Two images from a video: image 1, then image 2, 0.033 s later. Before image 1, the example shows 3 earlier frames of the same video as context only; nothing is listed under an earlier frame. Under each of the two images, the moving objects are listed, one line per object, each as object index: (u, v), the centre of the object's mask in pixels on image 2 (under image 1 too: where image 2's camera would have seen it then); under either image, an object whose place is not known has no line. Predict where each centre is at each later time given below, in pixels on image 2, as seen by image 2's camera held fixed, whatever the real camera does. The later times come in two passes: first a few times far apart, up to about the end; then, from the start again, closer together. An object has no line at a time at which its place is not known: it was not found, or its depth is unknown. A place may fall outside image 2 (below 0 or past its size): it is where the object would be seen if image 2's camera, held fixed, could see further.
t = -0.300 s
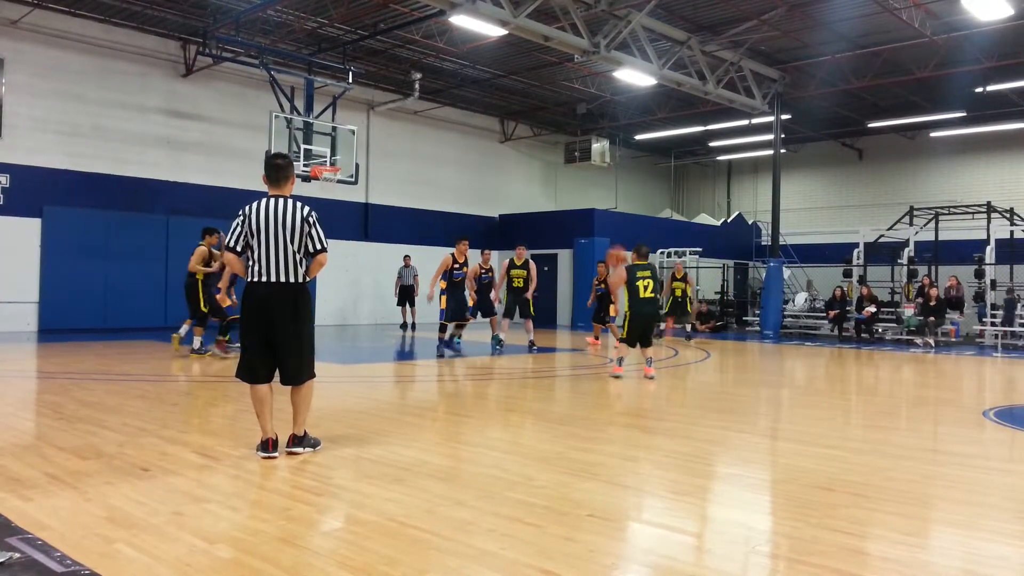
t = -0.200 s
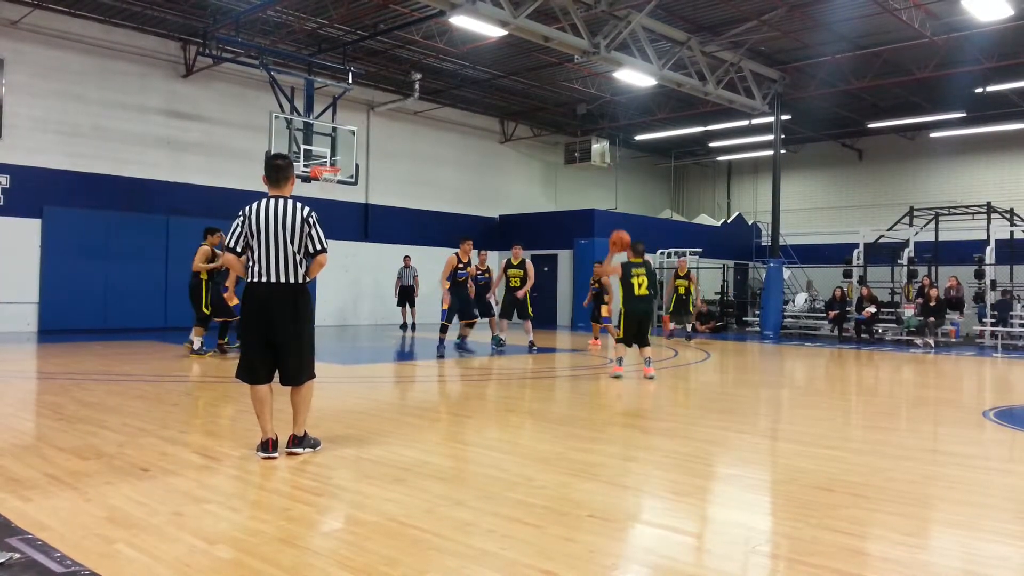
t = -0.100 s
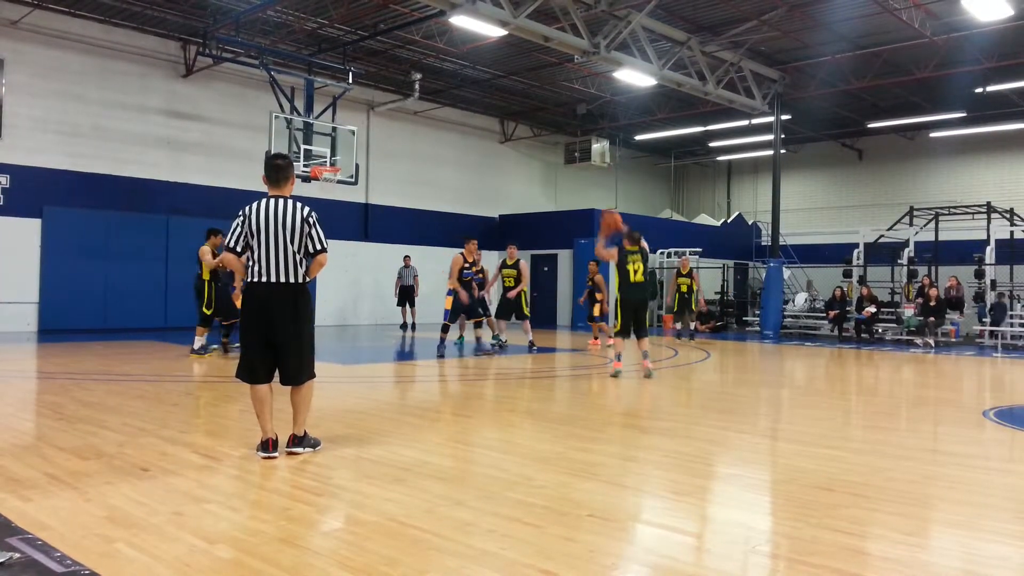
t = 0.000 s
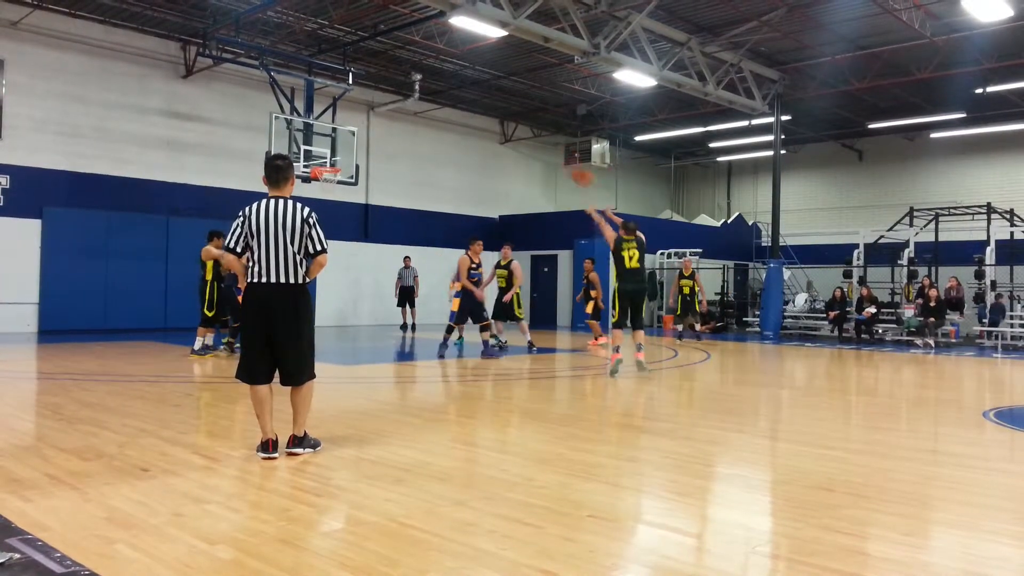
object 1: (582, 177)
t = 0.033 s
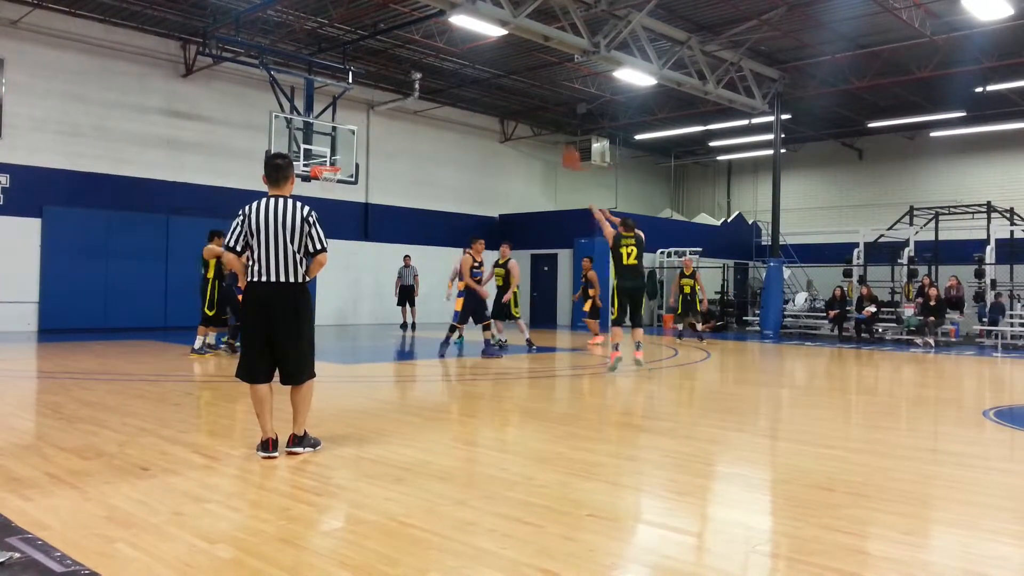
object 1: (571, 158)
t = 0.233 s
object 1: (508, 93)
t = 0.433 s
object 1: (456, 63)
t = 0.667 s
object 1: (405, 65)
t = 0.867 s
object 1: (367, 92)
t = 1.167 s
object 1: (318, 165)
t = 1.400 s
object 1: (259, 194)
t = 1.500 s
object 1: (233, 217)
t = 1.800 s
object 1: (140, 339)
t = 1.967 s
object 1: (101, 288)
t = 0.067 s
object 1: (559, 145)
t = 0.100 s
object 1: (548, 131)
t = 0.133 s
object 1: (538, 119)
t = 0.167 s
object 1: (528, 110)
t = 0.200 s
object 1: (518, 101)
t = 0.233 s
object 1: (508, 93)
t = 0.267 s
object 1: (499, 85)
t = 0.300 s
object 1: (490, 80)
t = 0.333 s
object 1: (482, 75)
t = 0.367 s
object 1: (474, 71)
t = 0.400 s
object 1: (466, 66)
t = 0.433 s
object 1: (456, 63)
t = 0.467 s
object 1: (450, 62)
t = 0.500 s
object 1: (441, 61)
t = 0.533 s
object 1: (435, 61)
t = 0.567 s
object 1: (426, 61)
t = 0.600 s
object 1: (419, 61)
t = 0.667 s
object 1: (405, 65)
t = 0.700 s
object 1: (399, 68)
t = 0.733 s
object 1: (393, 71)
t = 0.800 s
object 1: (380, 80)
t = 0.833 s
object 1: (374, 85)
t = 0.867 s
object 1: (367, 92)
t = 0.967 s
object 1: (350, 114)
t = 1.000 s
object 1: (344, 120)
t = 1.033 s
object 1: (338, 129)
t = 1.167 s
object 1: (318, 165)
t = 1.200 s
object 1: (311, 168)
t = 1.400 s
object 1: (259, 194)
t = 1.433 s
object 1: (252, 199)
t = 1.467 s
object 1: (242, 209)
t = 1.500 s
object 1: (233, 217)
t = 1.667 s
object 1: (183, 275)
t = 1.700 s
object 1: (174, 289)
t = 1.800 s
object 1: (140, 339)
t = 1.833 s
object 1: (132, 333)
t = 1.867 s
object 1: (125, 321)
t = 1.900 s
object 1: (116, 309)
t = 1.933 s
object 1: (109, 298)
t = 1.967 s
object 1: (101, 288)
